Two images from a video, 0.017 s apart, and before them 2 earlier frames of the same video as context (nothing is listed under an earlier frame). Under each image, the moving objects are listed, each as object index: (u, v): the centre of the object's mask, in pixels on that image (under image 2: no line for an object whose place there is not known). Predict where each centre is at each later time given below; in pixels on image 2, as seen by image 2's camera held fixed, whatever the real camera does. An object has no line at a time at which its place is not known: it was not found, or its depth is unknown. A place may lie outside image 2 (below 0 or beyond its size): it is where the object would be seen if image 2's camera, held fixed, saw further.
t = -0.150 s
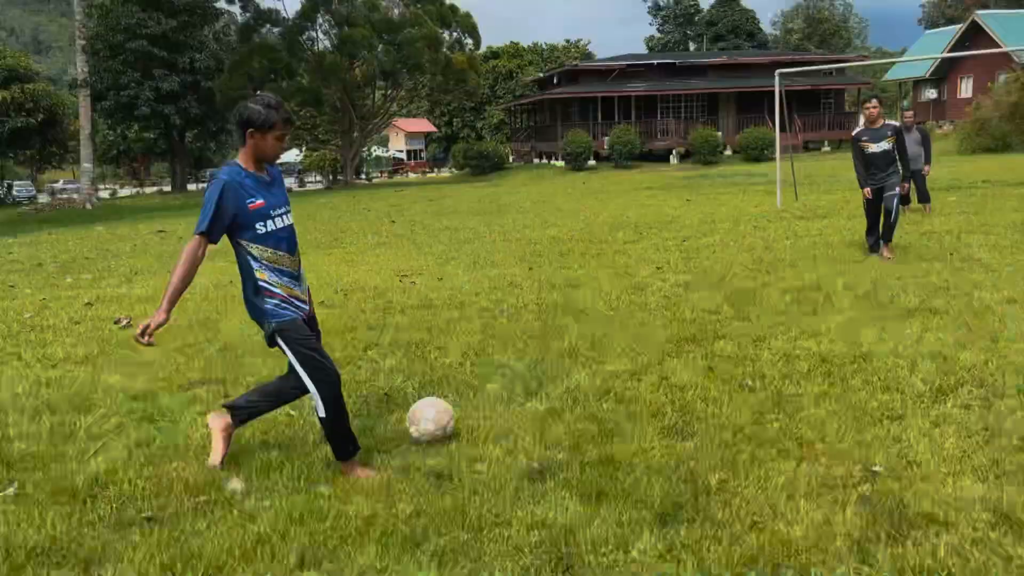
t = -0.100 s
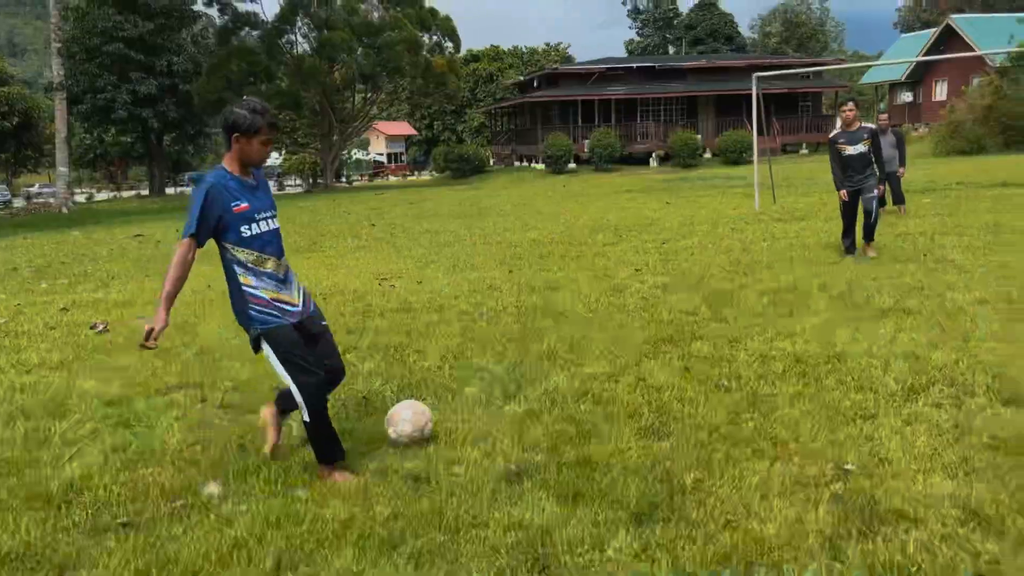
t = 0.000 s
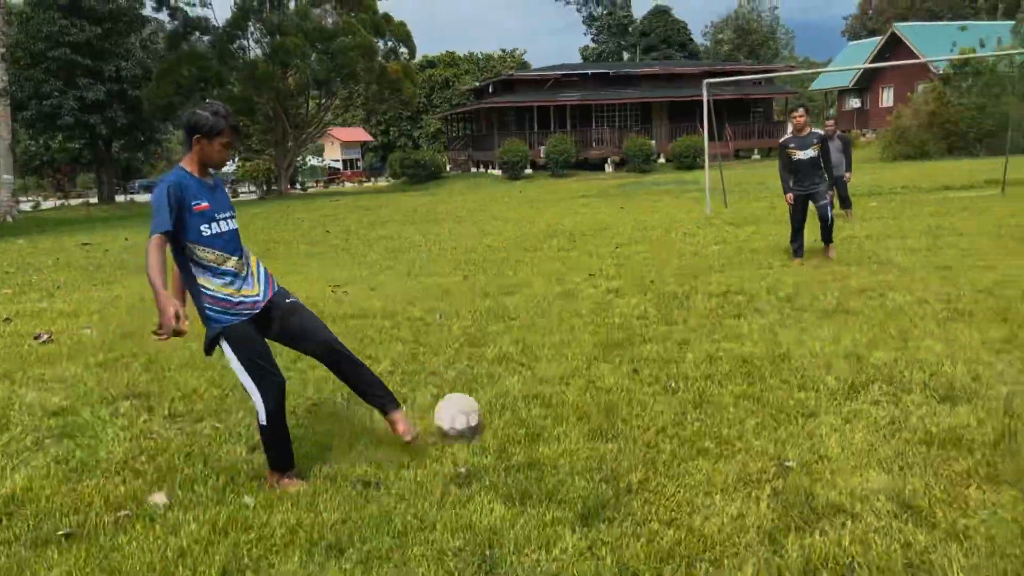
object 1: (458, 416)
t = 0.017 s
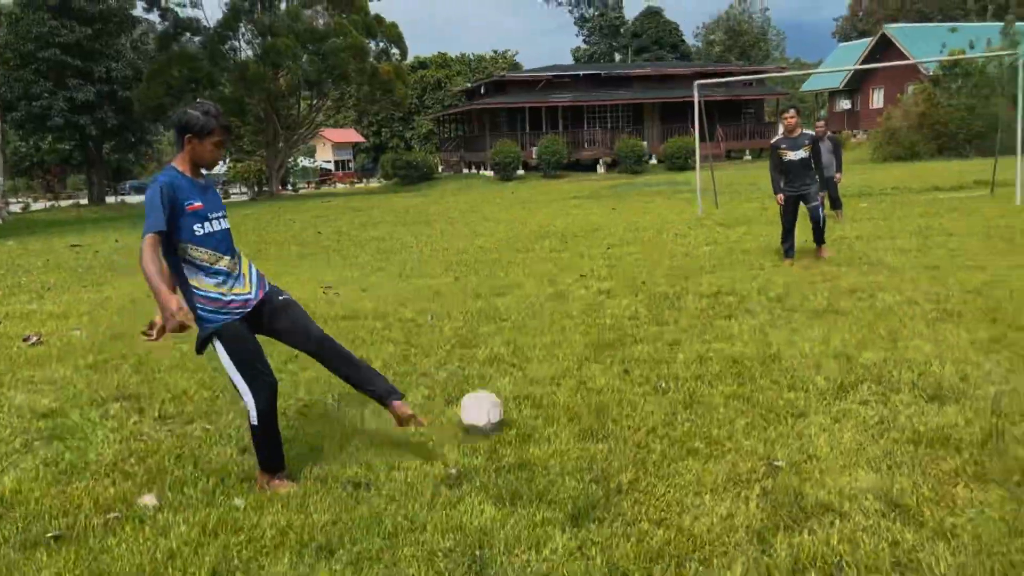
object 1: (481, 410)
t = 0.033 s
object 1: (512, 409)
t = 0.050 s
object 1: (542, 405)
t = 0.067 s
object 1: (570, 401)
